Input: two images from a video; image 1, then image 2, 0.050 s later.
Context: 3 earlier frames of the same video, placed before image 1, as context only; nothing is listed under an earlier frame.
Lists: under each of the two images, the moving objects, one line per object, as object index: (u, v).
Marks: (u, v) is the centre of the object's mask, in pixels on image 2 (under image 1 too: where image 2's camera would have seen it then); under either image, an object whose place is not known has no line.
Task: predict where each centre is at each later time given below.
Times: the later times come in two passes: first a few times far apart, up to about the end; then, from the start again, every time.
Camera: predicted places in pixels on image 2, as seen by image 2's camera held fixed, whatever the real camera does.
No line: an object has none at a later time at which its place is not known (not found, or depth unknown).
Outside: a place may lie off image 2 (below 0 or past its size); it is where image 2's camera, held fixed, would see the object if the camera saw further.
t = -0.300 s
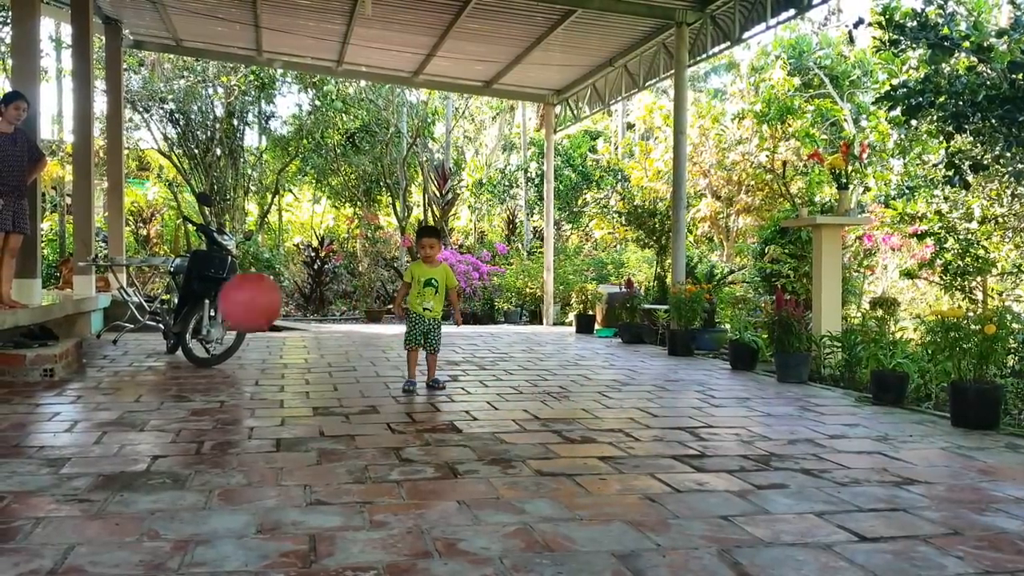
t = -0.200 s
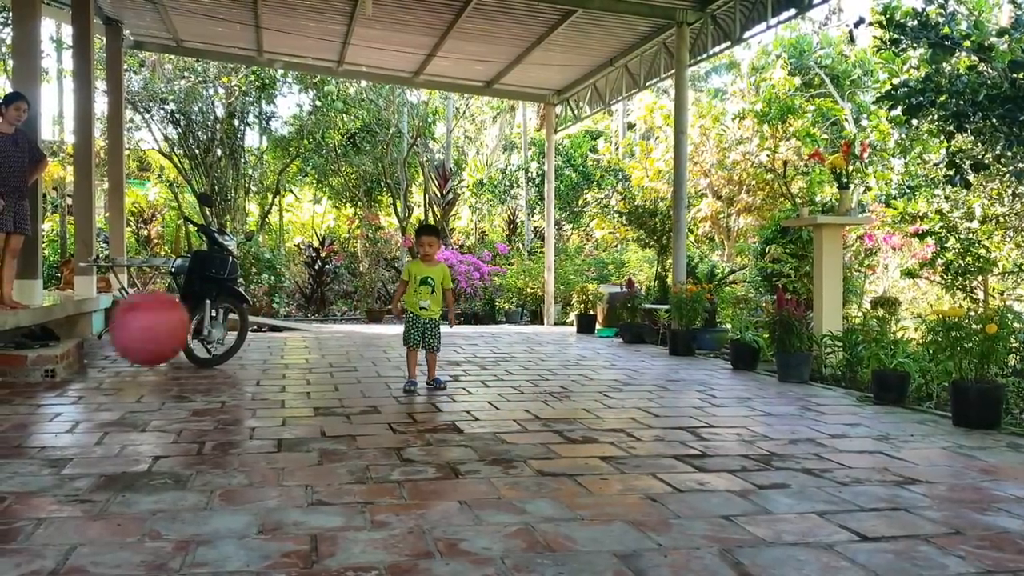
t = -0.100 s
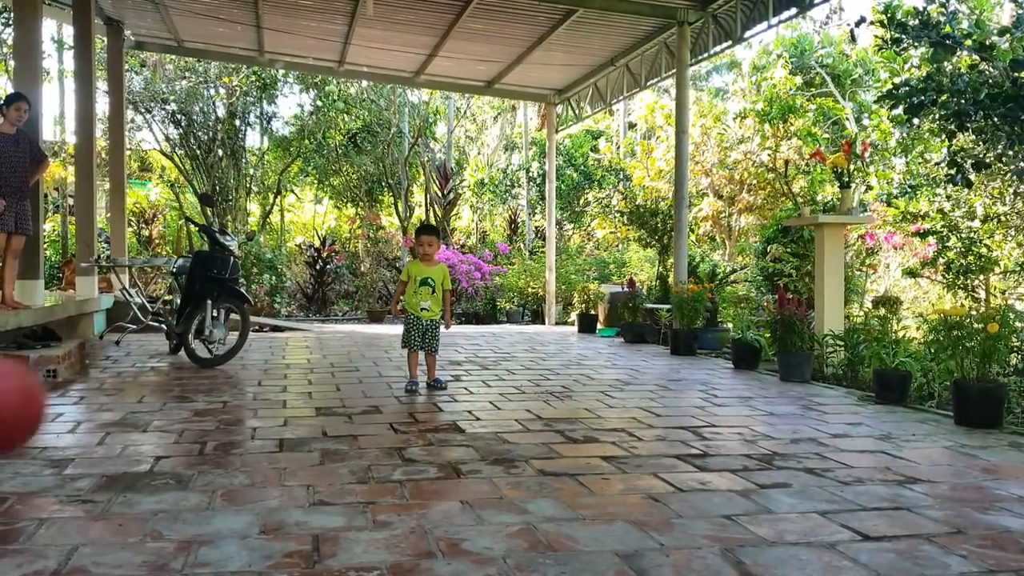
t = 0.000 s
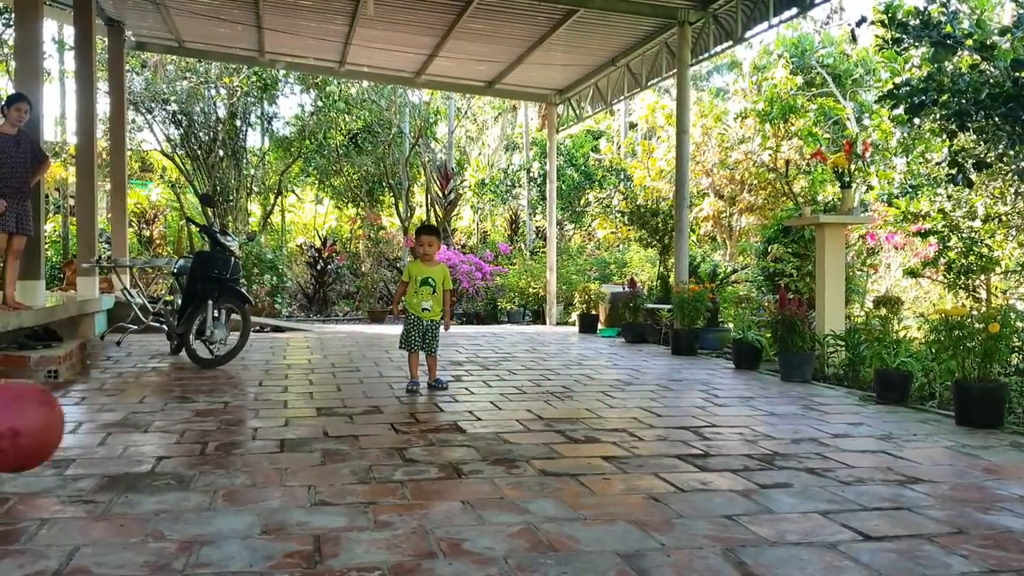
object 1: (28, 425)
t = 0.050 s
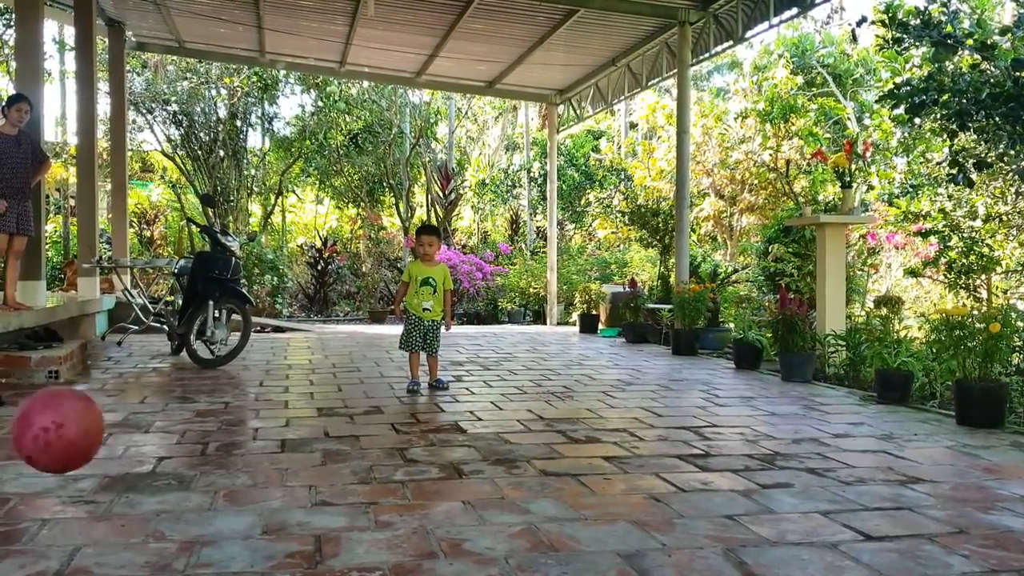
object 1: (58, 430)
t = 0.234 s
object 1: (174, 508)
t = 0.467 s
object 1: (211, 470)
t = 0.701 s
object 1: (241, 461)
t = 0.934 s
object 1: (269, 445)
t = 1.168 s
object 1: (295, 430)
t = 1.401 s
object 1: (319, 417)
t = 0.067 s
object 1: (71, 433)
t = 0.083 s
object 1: (84, 438)
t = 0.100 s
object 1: (96, 443)
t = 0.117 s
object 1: (107, 448)
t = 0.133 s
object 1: (118, 455)
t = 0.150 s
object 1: (128, 461)
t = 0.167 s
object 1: (139, 470)
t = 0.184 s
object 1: (147, 478)
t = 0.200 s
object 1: (157, 488)
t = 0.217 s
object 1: (165, 497)
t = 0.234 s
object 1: (174, 508)
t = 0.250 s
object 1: (180, 517)
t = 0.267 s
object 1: (184, 509)
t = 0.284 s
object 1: (186, 501)
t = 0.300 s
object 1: (189, 493)
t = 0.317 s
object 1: (191, 488)
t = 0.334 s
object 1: (194, 483)
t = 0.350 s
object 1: (196, 478)
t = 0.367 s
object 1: (199, 474)
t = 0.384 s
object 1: (201, 471)
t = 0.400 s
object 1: (203, 469)
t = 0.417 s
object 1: (205, 468)
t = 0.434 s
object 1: (207, 468)
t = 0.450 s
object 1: (209, 469)
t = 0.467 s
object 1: (211, 470)
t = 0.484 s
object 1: (213, 472)
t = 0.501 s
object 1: (215, 474)
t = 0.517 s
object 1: (218, 478)
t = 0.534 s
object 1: (219, 478)
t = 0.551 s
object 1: (222, 474)
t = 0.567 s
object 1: (224, 471)
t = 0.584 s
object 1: (226, 468)
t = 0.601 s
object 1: (229, 467)
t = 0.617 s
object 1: (230, 467)
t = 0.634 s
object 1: (232, 467)
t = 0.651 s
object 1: (234, 467)
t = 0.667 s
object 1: (236, 465)
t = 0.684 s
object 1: (238, 463)
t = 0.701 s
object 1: (241, 461)
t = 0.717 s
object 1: (243, 460)
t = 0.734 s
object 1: (244, 459)
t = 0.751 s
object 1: (247, 459)
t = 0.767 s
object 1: (249, 457)
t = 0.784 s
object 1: (251, 455)
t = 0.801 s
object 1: (253, 454)
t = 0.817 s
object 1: (256, 454)
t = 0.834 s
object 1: (258, 452)
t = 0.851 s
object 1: (260, 451)
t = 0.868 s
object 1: (262, 449)
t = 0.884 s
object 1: (264, 447)
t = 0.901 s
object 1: (266, 447)
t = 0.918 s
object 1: (267, 446)
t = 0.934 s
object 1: (269, 445)
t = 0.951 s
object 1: (271, 444)
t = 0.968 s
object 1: (272, 443)
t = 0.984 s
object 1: (275, 441)
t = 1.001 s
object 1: (276, 441)
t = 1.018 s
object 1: (278, 439)
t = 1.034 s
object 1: (280, 438)
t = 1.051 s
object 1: (282, 437)
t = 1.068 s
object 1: (283, 436)
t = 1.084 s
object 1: (286, 435)
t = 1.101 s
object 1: (287, 434)
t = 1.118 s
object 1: (289, 433)
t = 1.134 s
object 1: (291, 432)
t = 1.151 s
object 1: (293, 431)
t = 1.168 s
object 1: (295, 430)
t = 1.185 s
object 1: (297, 429)
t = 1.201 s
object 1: (298, 428)
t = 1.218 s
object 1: (300, 428)
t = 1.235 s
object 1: (302, 427)
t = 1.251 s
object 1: (304, 425)
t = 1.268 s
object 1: (306, 424)
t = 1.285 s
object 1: (307, 424)
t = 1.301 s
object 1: (309, 423)
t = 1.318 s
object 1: (311, 422)
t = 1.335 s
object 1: (313, 421)
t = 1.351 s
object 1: (314, 420)
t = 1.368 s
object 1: (316, 420)
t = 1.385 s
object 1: (317, 419)
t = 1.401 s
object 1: (319, 417)
